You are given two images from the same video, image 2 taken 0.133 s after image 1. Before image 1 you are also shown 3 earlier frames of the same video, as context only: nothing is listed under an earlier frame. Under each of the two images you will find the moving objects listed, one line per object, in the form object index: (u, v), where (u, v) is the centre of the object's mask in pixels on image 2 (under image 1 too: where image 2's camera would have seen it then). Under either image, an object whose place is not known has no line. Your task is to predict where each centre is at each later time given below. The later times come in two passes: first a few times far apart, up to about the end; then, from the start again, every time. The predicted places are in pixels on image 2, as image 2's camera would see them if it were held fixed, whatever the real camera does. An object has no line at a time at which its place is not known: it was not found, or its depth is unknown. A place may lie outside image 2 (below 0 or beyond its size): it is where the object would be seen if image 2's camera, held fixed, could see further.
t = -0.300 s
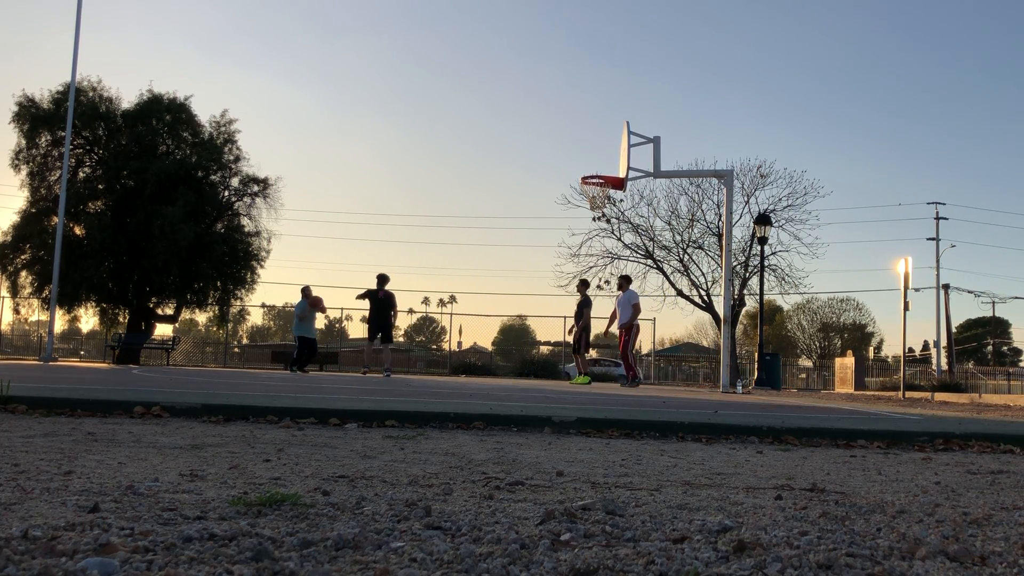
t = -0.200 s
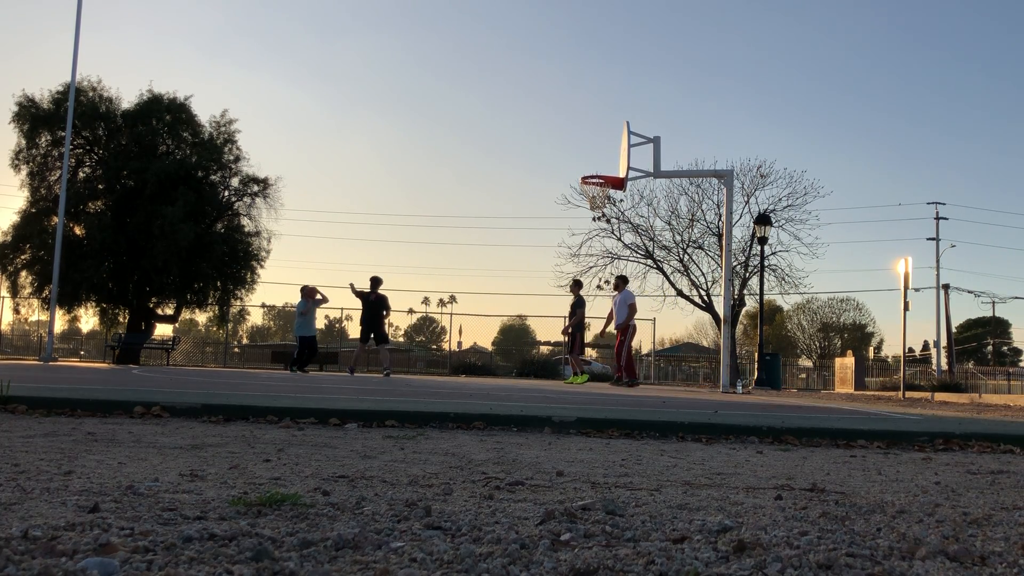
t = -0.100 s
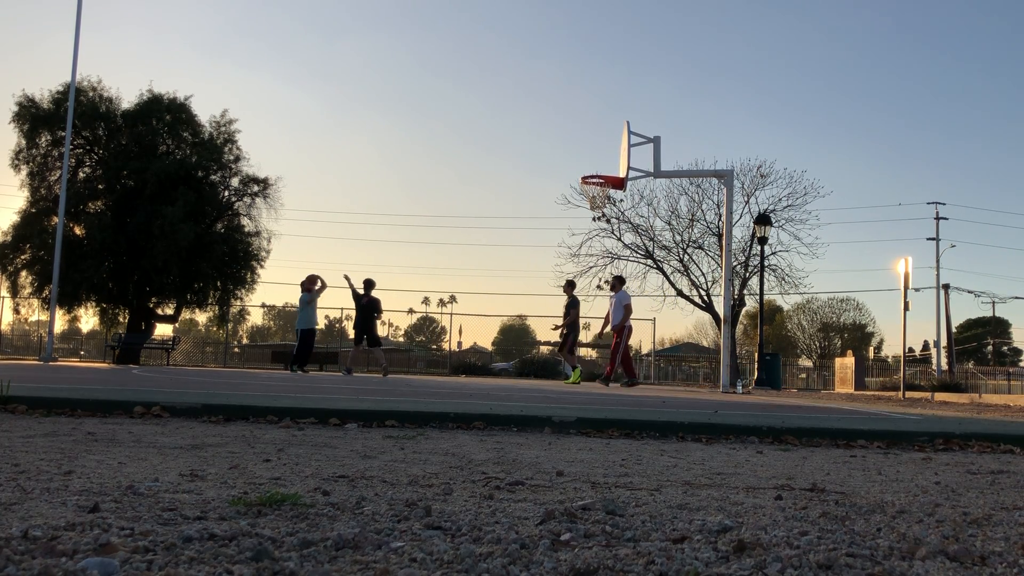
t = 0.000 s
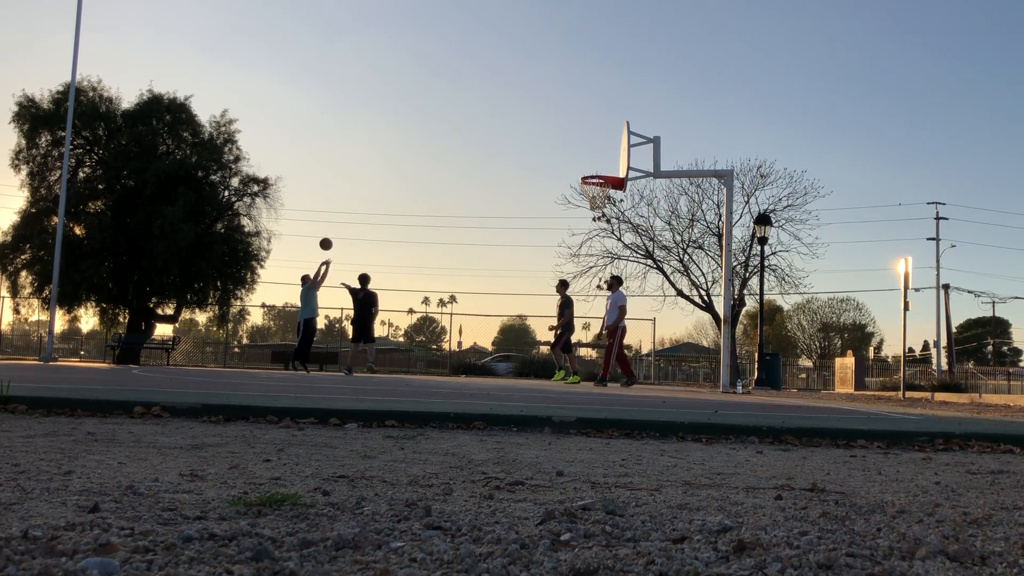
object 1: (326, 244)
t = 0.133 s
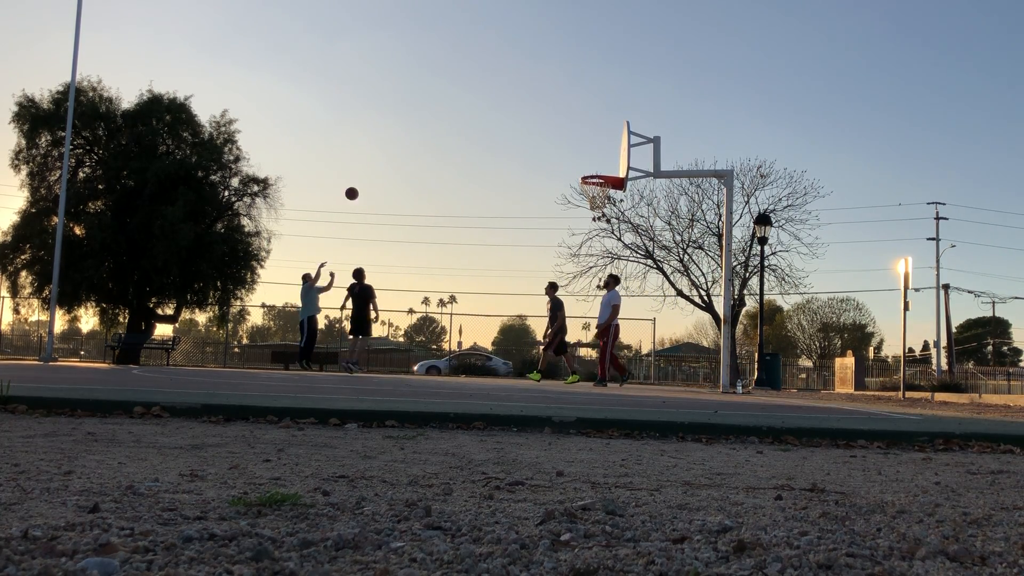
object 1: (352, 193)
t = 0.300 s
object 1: (384, 142)
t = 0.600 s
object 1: (444, 85)
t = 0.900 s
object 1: (507, 76)
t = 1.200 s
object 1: (573, 125)
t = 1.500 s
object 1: (576, 136)
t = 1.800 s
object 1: (516, 108)
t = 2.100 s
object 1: (461, 136)
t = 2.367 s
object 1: (416, 203)
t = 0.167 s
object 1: (358, 182)
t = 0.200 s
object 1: (365, 171)
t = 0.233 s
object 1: (371, 161)
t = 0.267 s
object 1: (378, 151)
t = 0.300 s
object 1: (384, 142)
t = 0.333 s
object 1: (391, 133)
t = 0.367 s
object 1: (397, 125)
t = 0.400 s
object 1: (404, 118)
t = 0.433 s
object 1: (411, 111)
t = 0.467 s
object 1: (417, 104)
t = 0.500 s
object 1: (424, 99)
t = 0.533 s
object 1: (430, 94)
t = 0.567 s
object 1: (437, 89)
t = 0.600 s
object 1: (444, 85)
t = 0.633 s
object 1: (451, 81)
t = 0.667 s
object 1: (458, 79)
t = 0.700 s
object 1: (465, 76)
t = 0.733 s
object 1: (472, 75)
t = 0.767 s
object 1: (479, 74)
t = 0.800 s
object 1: (486, 74)
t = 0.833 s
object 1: (493, 74)
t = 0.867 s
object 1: (500, 75)
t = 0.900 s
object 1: (507, 76)
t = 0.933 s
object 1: (514, 79)
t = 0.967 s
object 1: (521, 82)
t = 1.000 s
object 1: (528, 86)
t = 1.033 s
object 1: (536, 91)
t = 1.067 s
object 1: (543, 96)
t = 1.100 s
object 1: (551, 102)
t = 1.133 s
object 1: (558, 109)
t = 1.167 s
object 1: (566, 117)
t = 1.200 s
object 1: (573, 125)
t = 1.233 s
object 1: (581, 134)
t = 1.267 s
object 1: (589, 144)
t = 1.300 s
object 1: (597, 155)
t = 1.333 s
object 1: (604, 167)
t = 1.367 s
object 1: (605, 168)
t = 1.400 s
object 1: (598, 159)
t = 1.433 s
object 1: (590, 150)
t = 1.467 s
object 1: (583, 143)
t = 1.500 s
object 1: (576, 136)
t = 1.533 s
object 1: (569, 129)
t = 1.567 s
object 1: (562, 124)
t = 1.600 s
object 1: (555, 119)
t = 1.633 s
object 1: (548, 116)
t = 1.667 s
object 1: (542, 113)
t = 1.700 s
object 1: (535, 110)
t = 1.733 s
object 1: (528, 109)
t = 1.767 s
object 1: (522, 108)
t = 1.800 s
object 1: (516, 108)
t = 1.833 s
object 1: (510, 108)
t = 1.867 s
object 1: (503, 110)
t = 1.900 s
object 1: (497, 111)
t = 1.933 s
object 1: (491, 114)
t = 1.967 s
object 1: (485, 117)
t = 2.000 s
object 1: (479, 121)
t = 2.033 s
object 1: (473, 126)
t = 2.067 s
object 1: (467, 131)
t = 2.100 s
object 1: (461, 136)
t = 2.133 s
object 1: (456, 143)
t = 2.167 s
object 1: (450, 150)
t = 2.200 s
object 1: (444, 157)
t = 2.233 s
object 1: (438, 165)
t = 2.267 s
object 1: (433, 174)
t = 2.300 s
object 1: (427, 183)
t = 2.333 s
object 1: (422, 193)
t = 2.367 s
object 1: (416, 203)
